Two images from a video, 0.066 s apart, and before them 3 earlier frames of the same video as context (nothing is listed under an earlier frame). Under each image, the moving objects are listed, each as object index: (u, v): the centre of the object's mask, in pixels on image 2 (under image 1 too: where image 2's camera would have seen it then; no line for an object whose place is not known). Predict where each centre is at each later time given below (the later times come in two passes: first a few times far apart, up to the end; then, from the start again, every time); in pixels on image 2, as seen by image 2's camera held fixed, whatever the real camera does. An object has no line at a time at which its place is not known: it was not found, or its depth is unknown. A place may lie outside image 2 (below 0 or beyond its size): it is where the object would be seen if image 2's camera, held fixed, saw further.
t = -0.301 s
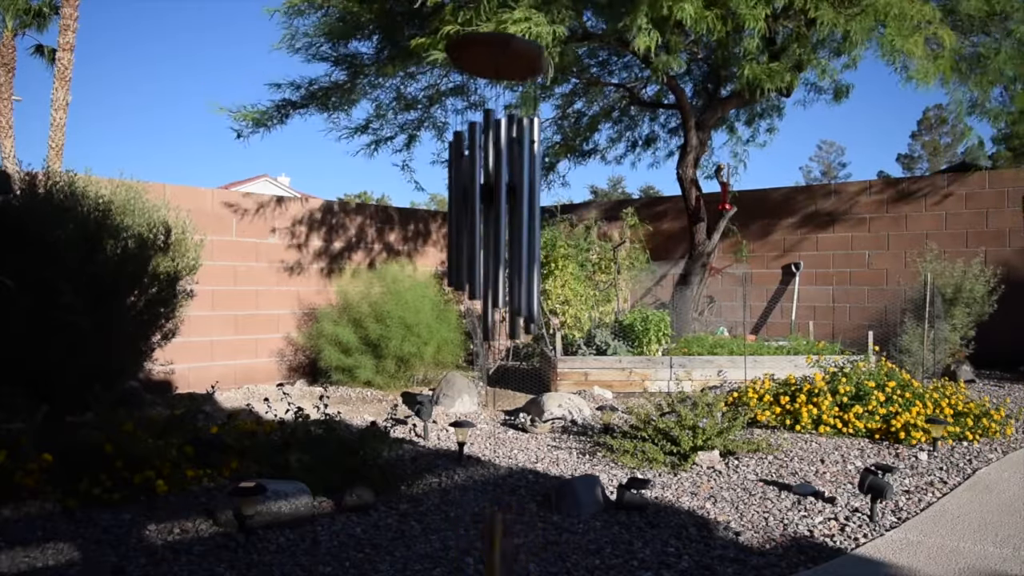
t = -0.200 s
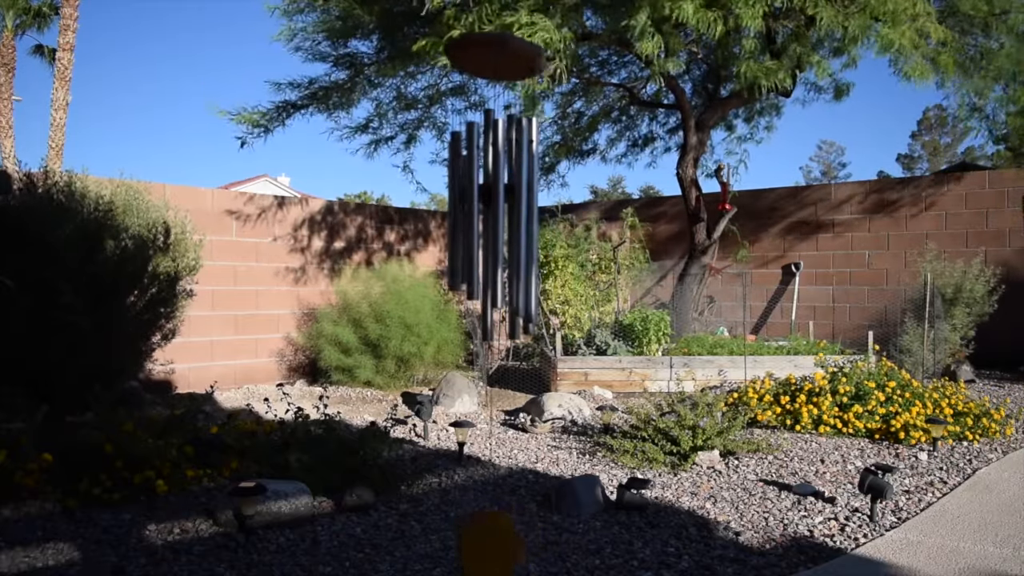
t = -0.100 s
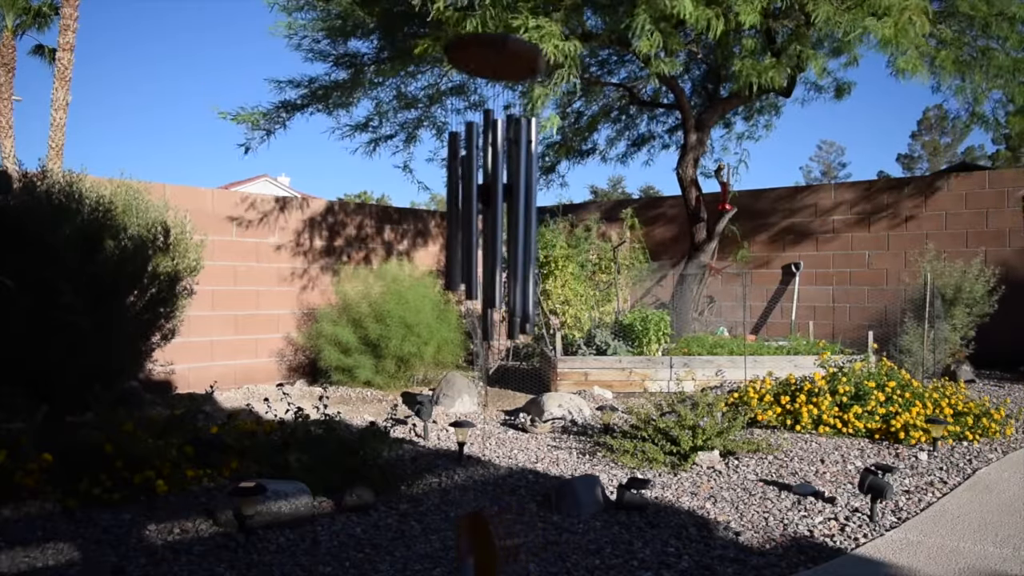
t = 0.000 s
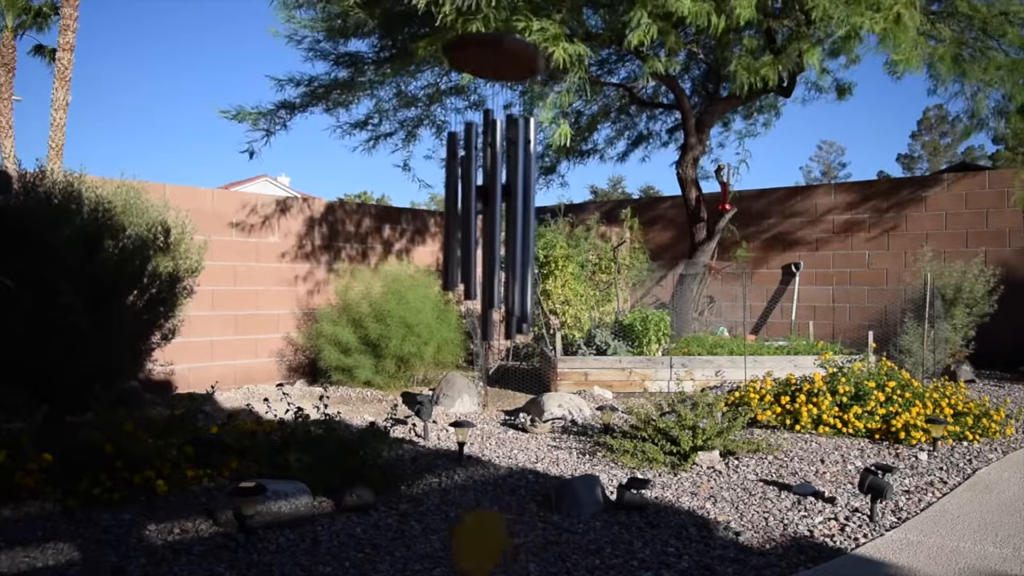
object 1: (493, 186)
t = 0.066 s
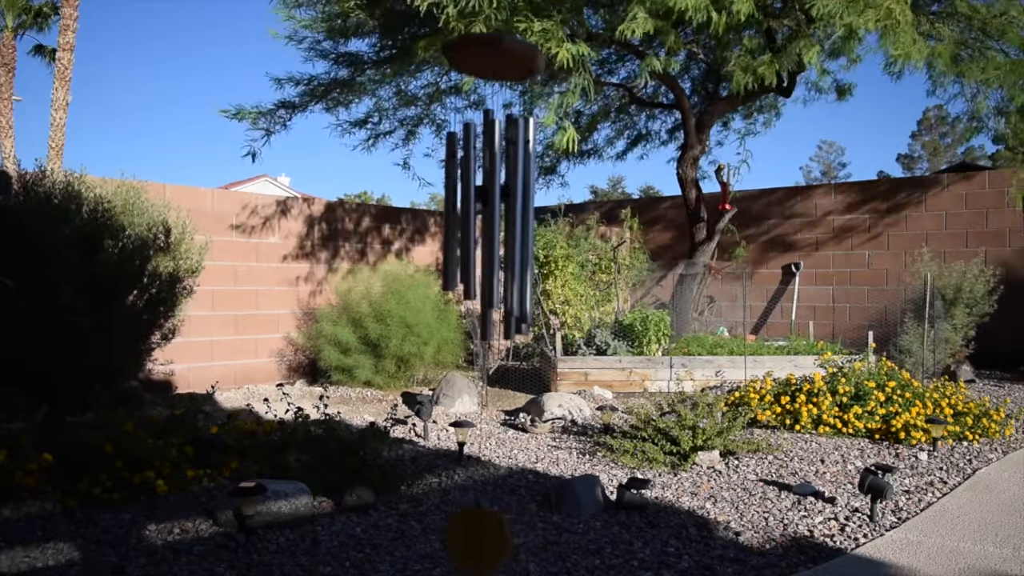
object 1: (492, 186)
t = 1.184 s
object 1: (511, 185)
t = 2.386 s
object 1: (496, 181)
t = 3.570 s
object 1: (511, 193)
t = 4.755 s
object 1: (486, 187)
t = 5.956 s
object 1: (515, 187)
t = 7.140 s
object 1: (485, 187)
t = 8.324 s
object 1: (524, 192)
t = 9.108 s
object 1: (497, 185)
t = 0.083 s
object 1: (492, 187)
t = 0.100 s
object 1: (492, 186)
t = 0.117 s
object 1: (498, 182)
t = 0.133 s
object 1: (492, 186)
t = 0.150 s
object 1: (492, 186)
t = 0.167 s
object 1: (492, 186)
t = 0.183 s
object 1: (491, 186)
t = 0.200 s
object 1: (491, 186)
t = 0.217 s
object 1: (491, 186)
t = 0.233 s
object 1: (490, 186)
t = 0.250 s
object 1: (490, 186)
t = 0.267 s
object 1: (490, 186)
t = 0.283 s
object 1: (490, 186)
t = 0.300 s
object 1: (490, 186)
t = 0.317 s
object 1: (490, 186)
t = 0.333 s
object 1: (490, 185)
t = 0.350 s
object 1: (490, 185)
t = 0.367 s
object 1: (489, 186)
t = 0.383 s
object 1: (490, 185)
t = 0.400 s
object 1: (490, 185)
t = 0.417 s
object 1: (490, 184)
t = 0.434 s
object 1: (490, 184)
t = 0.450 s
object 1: (490, 184)
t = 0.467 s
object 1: (490, 184)
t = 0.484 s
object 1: (490, 184)
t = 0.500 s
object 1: (490, 184)
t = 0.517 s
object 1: (490, 183)
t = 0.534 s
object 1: (491, 184)
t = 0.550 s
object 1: (491, 184)
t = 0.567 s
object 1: (491, 185)
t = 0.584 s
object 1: (492, 184)
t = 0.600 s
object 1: (492, 185)
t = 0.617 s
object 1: (492, 185)
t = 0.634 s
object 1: (492, 185)
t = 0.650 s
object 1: (493, 186)
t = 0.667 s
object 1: (493, 186)
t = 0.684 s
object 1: (494, 187)
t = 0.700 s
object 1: (494, 186)
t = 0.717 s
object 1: (495, 187)
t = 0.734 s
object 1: (495, 186)
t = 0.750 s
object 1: (496, 187)
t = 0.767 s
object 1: (496, 187)
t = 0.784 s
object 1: (497, 187)
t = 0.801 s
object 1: (497, 187)
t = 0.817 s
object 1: (498, 186)
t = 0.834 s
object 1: (499, 186)
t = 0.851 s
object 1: (500, 186)
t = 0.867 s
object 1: (500, 186)
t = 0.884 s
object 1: (501, 185)
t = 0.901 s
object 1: (502, 186)
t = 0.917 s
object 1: (502, 186)
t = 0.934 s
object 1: (503, 186)
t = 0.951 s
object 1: (504, 186)
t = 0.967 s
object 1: (505, 187)
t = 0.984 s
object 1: (506, 186)
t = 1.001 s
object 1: (507, 186)
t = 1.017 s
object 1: (508, 186)
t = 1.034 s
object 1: (508, 185)
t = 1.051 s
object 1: (509, 185)
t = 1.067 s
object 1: (510, 185)
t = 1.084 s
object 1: (510, 185)
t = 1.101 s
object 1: (510, 185)
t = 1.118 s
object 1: (511, 185)
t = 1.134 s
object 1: (511, 185)
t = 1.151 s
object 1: (511, 185)
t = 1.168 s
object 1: (511, 185)
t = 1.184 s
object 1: (511, 185)
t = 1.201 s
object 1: (511, 185)
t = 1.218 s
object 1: (511, 186)
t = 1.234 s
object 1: (511, 186)
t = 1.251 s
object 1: (512, 186)
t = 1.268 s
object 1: (512, 185)
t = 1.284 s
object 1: (511, 185)
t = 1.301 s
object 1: (511, 184)
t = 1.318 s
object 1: (511, 184)
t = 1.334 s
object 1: (511, 184)
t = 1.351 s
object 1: (510, 183)
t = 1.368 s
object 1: (510, 182)
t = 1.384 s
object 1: (509, 182)
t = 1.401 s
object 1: (508, 182)
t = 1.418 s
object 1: (507, 182)
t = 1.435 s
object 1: (507, 182)
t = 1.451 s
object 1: (507, 182)
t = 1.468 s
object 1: (506, 182)
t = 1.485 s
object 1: (505, 182)
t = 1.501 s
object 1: (505, 182)
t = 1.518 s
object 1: (504, 182)
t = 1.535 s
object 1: (504, 181)
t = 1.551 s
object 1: (504, 182)
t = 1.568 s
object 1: (503, 182)
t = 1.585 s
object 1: (502, 181)
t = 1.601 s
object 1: (502, 182)
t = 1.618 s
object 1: (501, 182)
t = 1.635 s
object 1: (501, 182)
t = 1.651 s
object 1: (500, 182)
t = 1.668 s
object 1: (499, 182)
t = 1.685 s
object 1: (499, 183)
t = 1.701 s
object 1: (498, 183)
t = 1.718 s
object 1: (498, 183)
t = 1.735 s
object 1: (497, 183)
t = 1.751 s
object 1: (497, 183)
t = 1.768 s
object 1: (496, 182)
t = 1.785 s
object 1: (496, 182)
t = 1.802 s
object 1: (495, 182)
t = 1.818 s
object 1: (495, 182)
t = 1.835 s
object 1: (495, 183)
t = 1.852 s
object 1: (494, 182)
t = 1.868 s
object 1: (494, 182)
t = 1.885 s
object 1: (494, 182)
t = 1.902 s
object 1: (494, 182)
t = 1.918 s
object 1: (493, 181)
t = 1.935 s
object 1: (492, 180)
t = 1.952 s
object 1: (492, 181)
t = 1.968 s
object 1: (492, 181)
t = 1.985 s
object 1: (492, 181)
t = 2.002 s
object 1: (491, 181)
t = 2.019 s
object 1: (491, 181)
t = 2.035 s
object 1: (491, 180)
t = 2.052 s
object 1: (491, 180)
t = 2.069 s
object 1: (491, 179)
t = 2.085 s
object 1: (491, 179)
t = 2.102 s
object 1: (491, 179)
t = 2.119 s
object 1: (491, 179)
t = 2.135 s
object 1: (491, 178)
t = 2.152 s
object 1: (491, 178)
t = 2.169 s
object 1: (491, 177)
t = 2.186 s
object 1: (492, 178)
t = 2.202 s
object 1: (492, 177)
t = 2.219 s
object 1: (492, 176)
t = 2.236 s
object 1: (493, 176)
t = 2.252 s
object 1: (493, 176)
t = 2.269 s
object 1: (494, 177)
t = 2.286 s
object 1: (494, 177)
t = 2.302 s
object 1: (494, 178)
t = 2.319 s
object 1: (495, 178)
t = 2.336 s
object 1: (495, 179)
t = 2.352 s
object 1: (496, 180)
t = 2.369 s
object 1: (496, 181)
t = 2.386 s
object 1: (496, 181)
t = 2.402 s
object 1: (497, 181)
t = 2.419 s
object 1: (497, 181)
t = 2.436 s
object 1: (497, 182)
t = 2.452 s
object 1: (498, 182)
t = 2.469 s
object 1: (498, 182)
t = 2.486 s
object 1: (499, 184)
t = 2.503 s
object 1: (499, 184)
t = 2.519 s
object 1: (500, 184)
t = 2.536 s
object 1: (500, 184)
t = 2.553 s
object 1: (500, 185)
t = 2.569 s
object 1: (500, 185)
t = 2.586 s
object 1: (500, 185)
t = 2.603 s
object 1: (501, 186)
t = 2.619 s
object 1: (501, 185)
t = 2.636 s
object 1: (500, 185)
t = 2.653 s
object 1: (500, 185)
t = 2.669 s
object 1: (501, 186)
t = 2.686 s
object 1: (501, 186)
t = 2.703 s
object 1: (502, 188)
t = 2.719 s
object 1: (502, 188)
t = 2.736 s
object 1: (502, 189)
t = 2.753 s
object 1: (503, 190)
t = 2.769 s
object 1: (503, 190)
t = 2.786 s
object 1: (503, 190)
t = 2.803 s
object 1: (504, 190)
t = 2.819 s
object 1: (504, 191)
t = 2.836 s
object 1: (505, 191)
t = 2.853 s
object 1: (505, 191)
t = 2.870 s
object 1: (505, 191)
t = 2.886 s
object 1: (506, 191)
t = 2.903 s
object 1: (506, 191)
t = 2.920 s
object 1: (506, 191)
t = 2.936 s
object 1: (507, 191)
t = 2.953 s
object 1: (507, 191)
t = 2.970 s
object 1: (508, 190)
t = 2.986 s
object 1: (508, 190)
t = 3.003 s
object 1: (509, 192)
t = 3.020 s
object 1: (509, 192)
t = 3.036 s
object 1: (509, 191)
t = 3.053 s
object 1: (509, 191)
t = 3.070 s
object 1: (509, 191)
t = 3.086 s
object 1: (509, 191)
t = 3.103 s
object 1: (510, 191)
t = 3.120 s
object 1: (510, 191)
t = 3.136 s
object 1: (510, 190)
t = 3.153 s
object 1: (510, 190)
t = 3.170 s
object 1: (510, 191)
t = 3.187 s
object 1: (510, 191)
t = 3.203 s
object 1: (510, 191)
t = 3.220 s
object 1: (510, 191)
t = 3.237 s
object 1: (511, 191)
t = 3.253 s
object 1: (511, 191)
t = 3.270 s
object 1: (511, 190)
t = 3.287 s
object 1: (511, 191)
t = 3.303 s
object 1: (511, 191)
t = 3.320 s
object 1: (511, 191)
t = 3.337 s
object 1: (512, 191)
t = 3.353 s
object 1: (512, 191)
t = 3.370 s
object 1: (512, 191)
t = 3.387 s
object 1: (512, 191)
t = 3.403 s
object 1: (512, 191)
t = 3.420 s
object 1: (512, 191)
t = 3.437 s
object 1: (512, 192)
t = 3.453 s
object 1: (512, 192)
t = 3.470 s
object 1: (511, 192)
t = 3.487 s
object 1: (511, 192)
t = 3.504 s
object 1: (511, 192)
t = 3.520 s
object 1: (511, 193)
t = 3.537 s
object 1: (511, 193)
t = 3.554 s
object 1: (511, 193)
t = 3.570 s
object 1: (511, 193)
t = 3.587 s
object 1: (510, 194)
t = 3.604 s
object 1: (510, 194)
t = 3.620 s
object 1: (510, 194)
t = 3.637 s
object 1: (510, 193)
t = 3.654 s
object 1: (510, 193)
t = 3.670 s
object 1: (509, 194)
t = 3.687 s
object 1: (509, 194)
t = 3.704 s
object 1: (509, 193)
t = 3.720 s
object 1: (509, 193)
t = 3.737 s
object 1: (508, 194)
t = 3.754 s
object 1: (508, 193)
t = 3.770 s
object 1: (508, 192)
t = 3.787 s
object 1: (508, 193)
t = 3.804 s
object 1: (507, 192)
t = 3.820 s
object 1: (507, 192)
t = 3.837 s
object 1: (507, 192)
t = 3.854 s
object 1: (506, 192)
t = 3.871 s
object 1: (506, 191)
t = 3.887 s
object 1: (505, 190)
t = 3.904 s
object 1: (504, 189)
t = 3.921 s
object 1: (504, 190)
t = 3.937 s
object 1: (503, 189)
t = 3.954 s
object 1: (502, 188)
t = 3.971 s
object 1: (501, 188)
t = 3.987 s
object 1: (501, 185)
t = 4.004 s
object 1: (500, 185)
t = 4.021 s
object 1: (500, 185)
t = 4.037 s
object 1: (499, 185)
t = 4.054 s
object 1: (498, 184)
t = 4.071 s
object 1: (497, 185)
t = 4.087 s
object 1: (497, 184)
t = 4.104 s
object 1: (496, 183)
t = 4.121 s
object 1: (495, 183)
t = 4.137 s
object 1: (494, 181)
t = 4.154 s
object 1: (494, 180)
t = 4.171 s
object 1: (494, 180)
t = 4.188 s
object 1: (493, 180)
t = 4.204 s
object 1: (493, 179)
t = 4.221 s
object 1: (493, 179)
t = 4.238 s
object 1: (492, 181)
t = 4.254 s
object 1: (491, 181)
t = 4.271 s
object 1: (490, 181)
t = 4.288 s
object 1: (490, 181)
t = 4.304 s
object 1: (489, 182)
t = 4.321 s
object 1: (488, 182)
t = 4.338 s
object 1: (488, 183)
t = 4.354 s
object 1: (487, 184)
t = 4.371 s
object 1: (487, 184)
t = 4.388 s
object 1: (486, 185)
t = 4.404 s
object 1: (486, 185)
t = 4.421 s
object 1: (485, 183)
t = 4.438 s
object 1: (485, 184)
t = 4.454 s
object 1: (484, 185)
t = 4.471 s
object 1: (484, 185)
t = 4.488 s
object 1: (484, 186)
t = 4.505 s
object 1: (483, 186)
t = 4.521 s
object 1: (483, 186)
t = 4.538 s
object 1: (483, 187)
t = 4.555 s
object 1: (483, 187)
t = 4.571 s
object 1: (483, 187)
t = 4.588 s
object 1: (483, 187)
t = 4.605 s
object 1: (483, 188)
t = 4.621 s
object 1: (483, 187)
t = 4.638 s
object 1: (483, 187)
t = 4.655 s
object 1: (484, 188)
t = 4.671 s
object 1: (484, 186)
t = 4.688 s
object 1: (485, 188)
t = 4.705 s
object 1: (485, 187)
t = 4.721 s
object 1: (486, 187)
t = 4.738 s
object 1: (486, 187)
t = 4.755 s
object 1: (486, 187)
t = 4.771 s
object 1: (487, 187)
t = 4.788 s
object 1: (487, 186)
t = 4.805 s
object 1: (488, 187)
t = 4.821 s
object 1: (488, 187)
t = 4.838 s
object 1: (489, 187)
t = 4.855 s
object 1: (490, 186)
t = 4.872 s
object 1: (491, 187)
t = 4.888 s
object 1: (492, 185)
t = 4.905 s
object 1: (492, 185)
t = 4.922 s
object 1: (493, 185)
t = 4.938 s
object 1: (494, 185)
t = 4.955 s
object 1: (495, 185)
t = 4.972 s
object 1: (495, 184)
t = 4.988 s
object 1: (496, 184)
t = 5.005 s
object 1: (497, 184)
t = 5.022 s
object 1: (498, 184)
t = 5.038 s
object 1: (499, 184)
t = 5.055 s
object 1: (499, 184)
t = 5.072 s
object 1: (501, 184)
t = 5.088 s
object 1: (501, 184)
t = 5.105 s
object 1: (502, 184)
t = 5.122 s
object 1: (503, 184)
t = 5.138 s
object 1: (503, 184)
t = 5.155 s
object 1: (504, 184)
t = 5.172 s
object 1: (504, 185)
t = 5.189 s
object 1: (505, 186)
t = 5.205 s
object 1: (505, 186)
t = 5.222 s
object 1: (506, 186)
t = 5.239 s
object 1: (507, 186)
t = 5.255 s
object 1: (509, 184)
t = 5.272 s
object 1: (509, 185)
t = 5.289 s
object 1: (507, 188)
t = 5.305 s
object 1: (508, 188)
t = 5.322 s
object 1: (508, 188)
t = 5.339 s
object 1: (507, 188)
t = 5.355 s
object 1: (508, 188)
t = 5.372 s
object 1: (508, 188)
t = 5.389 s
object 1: (508, 189)
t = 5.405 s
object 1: (509, 190)
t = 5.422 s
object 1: (510, 191)
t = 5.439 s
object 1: (510, 191)
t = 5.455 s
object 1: (510, 191)
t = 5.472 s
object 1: (511, 191)
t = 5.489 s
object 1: (511, 191)
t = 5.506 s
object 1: (511, 191)
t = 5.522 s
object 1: (512, 192)
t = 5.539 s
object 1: (512, 192)
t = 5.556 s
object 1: (512, 192)
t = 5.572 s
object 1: (513, 192)
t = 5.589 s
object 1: (513, 192)
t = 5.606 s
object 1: (513, 192)
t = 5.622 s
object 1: (514, 192)
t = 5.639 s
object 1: (514, 192)
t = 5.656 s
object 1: (515, 192)
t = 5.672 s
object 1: (515, 193)
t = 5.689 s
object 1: (515, 193)
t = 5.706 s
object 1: (516, 193)
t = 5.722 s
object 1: (516, 192)
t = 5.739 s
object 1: (516, 192)
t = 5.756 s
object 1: (516, 192)
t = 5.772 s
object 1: (516, 191)
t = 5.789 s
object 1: (516, 190)
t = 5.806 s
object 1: (516, 190)
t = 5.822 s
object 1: (516, 189)
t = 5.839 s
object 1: (516, 189)
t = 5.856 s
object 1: (516, 189)
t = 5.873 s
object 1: (516, 188)
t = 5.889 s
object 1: (516, 188)
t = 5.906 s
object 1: (516, 188)
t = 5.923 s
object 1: (516, 187)
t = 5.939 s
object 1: (515, 187)
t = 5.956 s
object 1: (515, 187)
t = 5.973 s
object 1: (515, 187)
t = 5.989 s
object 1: (515, 186)
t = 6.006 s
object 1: (515, 187)
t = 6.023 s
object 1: (514, 187)
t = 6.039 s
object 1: (514, 187)
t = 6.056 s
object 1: (514, 187)
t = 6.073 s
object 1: (513, 187)
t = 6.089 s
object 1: (513, 187)
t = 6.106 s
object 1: (512, 187)
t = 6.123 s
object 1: (511, 187)
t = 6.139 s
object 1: (511, 187)
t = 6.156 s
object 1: (511, 188)
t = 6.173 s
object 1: (510, 188)
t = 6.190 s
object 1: (509, 188)
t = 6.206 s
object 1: (509, 188)
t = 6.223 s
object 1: (508, 189)
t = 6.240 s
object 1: (508, 189)
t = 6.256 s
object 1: (507, 189)
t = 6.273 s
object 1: (506, 189)
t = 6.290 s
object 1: (505, 189)
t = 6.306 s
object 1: (505, 189)
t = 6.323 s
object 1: (504, 189)
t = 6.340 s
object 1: (503, 188)
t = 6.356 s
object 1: (502, 188)
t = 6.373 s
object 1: (501, 189)
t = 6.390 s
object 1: (501, 188)
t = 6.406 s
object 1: (500, 188)
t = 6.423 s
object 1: (500, 187)
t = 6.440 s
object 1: (498, 187)
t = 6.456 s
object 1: (498, 187)
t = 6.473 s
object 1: (497, 187)
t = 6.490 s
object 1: (497, 186)
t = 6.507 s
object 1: (495, 186)
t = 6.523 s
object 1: (495, 186)
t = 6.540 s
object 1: (494, 186)
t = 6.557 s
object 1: (494, 187)
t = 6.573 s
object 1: (494, 187)
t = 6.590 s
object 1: (493, 186)
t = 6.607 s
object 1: (493, 185)
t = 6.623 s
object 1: (492, 185)
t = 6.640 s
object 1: (492, 184)
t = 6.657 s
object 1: (491, 184)
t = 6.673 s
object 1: (491, 184)
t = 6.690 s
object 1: (490, 184)
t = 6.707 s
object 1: (490, 183)
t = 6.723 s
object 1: (490, 183)
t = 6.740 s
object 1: (489, 183)
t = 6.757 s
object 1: (489, 183)
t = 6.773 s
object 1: (489, 183)
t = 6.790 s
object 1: (489, 183)
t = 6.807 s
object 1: (488, 183)
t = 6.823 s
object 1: (488, 183)
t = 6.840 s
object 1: (488, 183)
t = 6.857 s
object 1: (487, 183)
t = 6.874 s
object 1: (487, 183)
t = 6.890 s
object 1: (487, 183)
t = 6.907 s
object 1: (487, 183)
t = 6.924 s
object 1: (486, 184)
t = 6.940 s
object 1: (486, 184)
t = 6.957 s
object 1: (486, 185)
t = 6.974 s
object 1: (486, 185)
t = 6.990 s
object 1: (485, 185)
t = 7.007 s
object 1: (485, 186)
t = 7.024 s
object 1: (485, 186)
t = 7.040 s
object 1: (485, 186)
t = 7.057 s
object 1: (485, 187)
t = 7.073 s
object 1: (485, 187)
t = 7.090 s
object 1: (485, 187)
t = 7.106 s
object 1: (485, 187)
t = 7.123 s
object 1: (485, 188)
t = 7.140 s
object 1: (485, 187)
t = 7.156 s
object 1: (485, 186)
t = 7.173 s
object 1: (486, 187)
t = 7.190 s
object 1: (486, 186)
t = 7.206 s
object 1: (486, 186)
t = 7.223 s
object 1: (486, 186)
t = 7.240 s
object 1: (487, 186)
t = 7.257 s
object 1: (487, 186)
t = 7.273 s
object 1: (487, 186)
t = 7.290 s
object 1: (487, 186)
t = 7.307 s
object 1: (488, 185)
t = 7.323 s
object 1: (488, 185)
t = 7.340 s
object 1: (489, 185)
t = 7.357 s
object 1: (489, 185)
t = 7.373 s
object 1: (490, 185)
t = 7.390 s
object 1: (491, 185)
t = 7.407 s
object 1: (492, 186)
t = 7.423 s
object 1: (493, 186)
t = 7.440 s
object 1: (494, 186)
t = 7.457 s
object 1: (494, 186)
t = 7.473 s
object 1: (495, 186)
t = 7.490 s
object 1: (496, 185)
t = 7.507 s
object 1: (497, 184)
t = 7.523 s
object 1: (498, 184)
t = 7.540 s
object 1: (499, 183)
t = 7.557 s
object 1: (499, 182)
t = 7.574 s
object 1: (501, 182)
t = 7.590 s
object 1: (502, 183)
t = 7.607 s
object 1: (503, 183)
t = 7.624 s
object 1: (504, 184)
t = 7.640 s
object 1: (505, 183)
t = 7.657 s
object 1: (505, 182)
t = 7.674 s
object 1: (507, 183)
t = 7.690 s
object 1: (508, 182)
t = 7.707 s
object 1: (509, 183)
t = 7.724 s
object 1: (510, 183)
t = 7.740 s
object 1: (511, 184)
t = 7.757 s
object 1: (512, 183)
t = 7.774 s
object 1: (512, 183)
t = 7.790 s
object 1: (514, 184)
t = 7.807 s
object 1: (514, 184)
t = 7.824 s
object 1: (515, 185)
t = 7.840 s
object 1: (516, 185)
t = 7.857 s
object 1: (517, 185)
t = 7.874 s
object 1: (517, 185)
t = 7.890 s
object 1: (518, 185)
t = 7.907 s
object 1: (519, 186)
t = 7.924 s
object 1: (520, 187)
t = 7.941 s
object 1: (521, 187)
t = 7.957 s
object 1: (521, 187)
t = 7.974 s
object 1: (521, 187)
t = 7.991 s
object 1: (522, 188)
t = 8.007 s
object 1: (522, 188)
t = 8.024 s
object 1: (522, 188)
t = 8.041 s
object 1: (523, 188)
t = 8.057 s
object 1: (523, 188)
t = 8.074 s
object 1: (522, 188)
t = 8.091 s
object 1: (522, 187)
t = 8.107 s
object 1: (522, 188)
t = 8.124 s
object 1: (522, 187)
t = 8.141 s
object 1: (523, 188)
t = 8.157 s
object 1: (523, 188)
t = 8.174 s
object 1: (523, 189)
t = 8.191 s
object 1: (523, 190)
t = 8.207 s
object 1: (523, 191)
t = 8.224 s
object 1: (524, 192)
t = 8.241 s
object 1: (524, 192)
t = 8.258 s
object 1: (524, 192)
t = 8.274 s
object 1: (524, 192)
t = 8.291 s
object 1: (524, 192)
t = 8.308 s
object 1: (524, 192)
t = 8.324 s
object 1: (524, 192)
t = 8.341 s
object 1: (523, 192)
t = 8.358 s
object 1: (523, 192)
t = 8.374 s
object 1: (523, 192)
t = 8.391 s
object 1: (522, 191)
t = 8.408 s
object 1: (522, 193)
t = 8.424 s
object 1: (521, 193)
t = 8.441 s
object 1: (520, 190)
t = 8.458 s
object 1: (520, 190)
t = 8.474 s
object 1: (520, 191)
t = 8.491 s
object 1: (519, 191)
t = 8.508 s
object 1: (518, 190)
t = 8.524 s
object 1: (517, 190)
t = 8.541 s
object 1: (517, 190)
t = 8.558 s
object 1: (516, 190)
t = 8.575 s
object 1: (516, 190)
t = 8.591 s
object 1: (515, 189)
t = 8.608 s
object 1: (514, 189)
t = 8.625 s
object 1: (513, 188)
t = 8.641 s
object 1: (513, 188)
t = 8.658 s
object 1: (512, 188)
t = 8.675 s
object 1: (511, 188)
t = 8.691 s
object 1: (511, 188)
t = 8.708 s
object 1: (510, 188)
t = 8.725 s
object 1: (509, 187)
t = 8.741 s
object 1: (509, 188)
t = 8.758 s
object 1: (508, 188)
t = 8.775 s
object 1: (508, 186)
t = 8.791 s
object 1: (507, 187)
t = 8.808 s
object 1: (506, 187)
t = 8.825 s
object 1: (506, 187)
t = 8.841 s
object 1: (505, 188)
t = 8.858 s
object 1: (505, 188)
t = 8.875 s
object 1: (504, 188)
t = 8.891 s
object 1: (504, 188)
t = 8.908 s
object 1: (503, 187)
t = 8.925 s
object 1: (503, 188)
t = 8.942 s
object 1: (502, 188)
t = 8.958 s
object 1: (502, 188)
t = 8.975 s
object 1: (501, 188)
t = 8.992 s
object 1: (500, 186)
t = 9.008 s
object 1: (500, 186)
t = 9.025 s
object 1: (499, 185)
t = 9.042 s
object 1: (499, 185)
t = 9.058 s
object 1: (498, 185)
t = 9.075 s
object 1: (498, 185)
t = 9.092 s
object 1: (497, 185)
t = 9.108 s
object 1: (497, 185)
